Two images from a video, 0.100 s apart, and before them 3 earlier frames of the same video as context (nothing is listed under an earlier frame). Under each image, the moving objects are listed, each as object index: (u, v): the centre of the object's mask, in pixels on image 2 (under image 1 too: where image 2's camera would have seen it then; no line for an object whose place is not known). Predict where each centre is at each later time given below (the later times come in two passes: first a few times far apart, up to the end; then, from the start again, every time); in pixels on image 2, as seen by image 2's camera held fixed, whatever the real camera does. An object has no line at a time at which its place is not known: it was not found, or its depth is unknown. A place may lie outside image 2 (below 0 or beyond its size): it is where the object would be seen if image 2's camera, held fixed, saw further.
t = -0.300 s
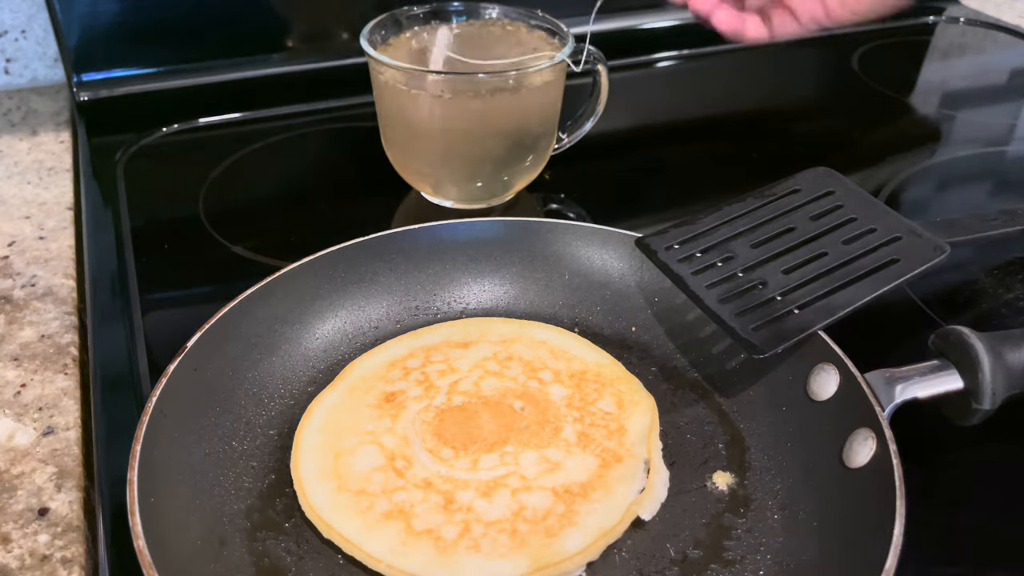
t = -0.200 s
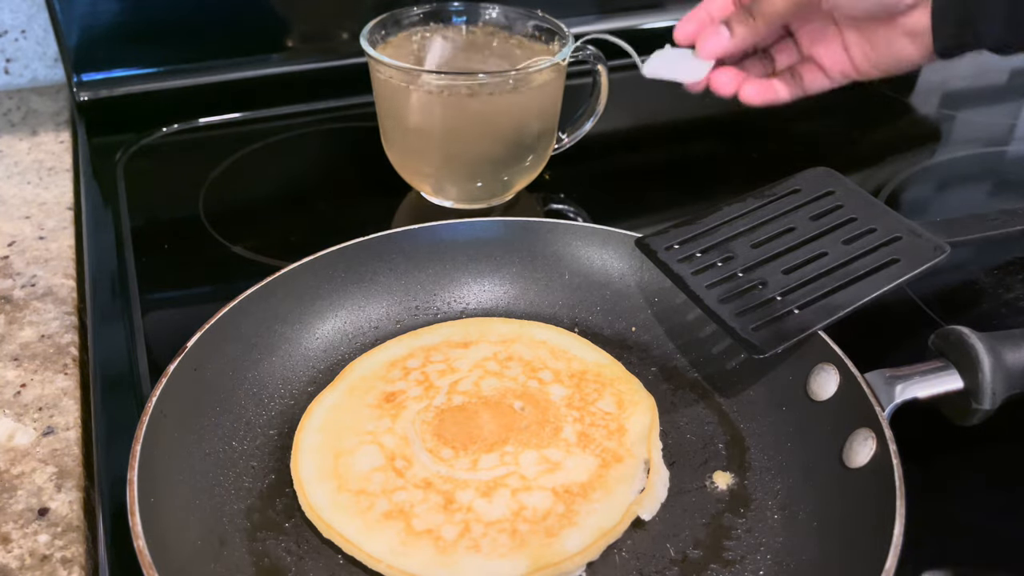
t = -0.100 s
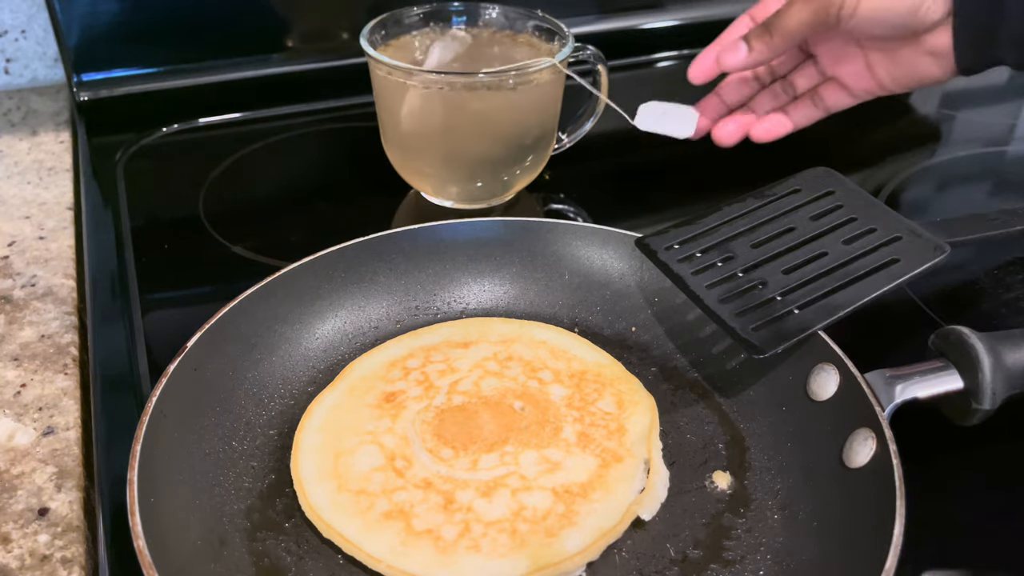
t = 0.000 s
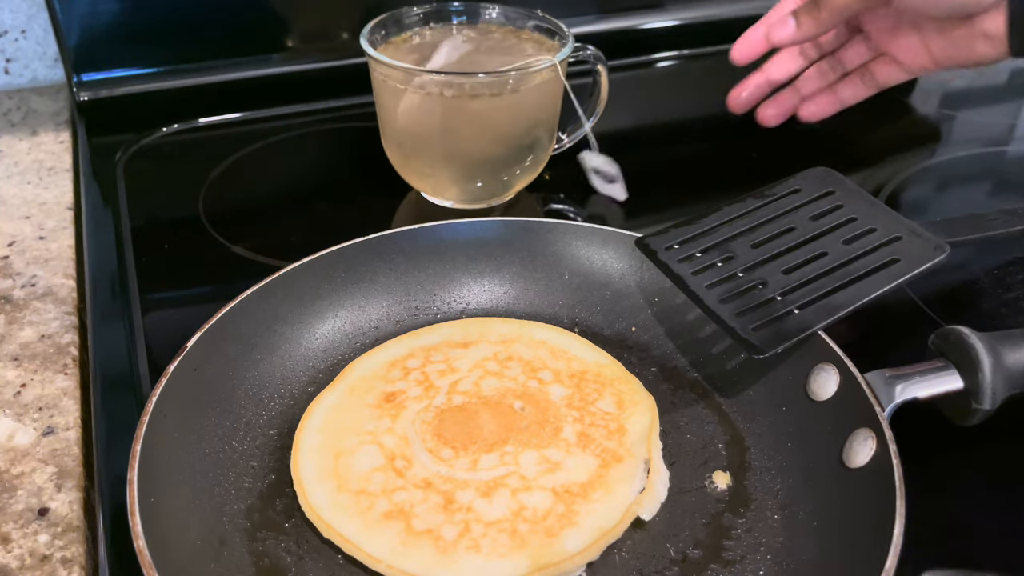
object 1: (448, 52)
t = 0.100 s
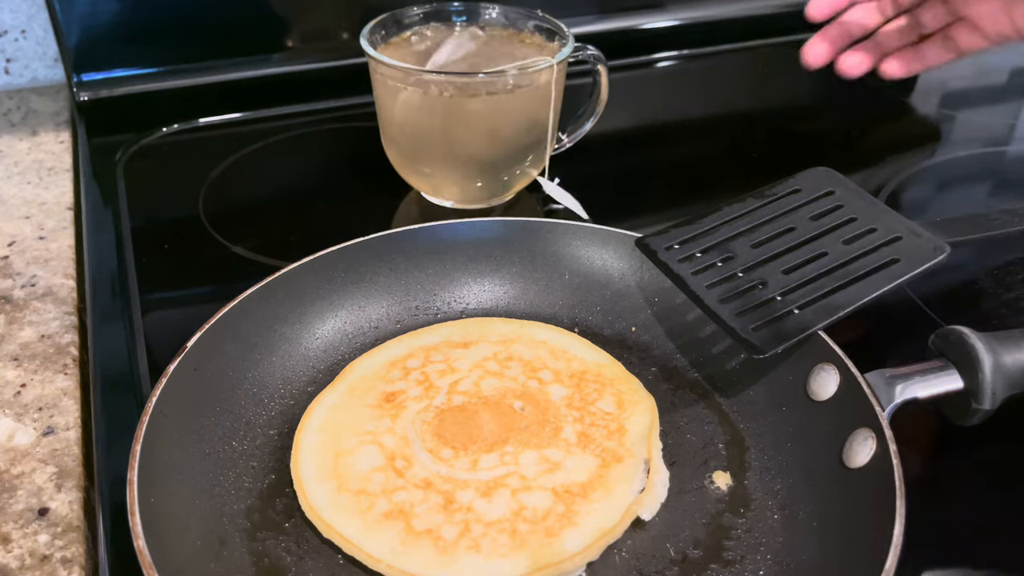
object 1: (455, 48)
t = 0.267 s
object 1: (468, 52)
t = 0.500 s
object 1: (484, 55)
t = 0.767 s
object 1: (508, 56)
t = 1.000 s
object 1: (515, 57)
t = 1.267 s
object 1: (511, 59)
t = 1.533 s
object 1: (506, 61)
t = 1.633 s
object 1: (505, 61)
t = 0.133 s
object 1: (456, 48)
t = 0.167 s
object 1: (460, 50)
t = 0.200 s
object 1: (464, 51)
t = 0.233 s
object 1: (467, 52)
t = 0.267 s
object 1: (468, 52)
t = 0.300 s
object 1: (468, 53)
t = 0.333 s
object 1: (472, 53)
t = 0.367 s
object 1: (476, 52)
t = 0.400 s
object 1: (479, 52)
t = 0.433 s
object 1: (480, 52)
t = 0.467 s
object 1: (482, 53)
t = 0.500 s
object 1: (484, 55)
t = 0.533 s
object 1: (487, 56)
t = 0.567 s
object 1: (491, 56)
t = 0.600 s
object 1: (496, 56)
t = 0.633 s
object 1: (499, 56)
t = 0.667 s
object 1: (501, 56)
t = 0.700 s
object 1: (502, 55)
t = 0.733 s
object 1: (506, 56)
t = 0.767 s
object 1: (508, 56)
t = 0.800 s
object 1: (509, 57)
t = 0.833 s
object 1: (510, 57)
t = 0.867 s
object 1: (511, 58)
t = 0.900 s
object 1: (512, 58)
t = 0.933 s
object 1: (513, 58)
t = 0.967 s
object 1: (515, 57)
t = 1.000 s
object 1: (515, 57)
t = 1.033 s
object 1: (516, 57)
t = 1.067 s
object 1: (516, 57)
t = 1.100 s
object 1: (515, 57)
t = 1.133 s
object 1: (514, 58)
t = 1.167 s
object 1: (513, 58)
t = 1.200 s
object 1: (513, 58)
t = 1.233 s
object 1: (511, 59)
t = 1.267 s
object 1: (511, 59)
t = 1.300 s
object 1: (511, 59)
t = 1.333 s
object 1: (511, 59)
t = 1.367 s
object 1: (511, 59)
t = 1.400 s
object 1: (510, 59)
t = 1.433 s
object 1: (509, 59)
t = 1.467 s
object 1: (508, 59)
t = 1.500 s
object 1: (507, 60)
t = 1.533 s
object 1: (506, 61)
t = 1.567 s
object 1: (505, 61)
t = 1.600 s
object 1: (505, 61)
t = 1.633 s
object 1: (505, 61)
